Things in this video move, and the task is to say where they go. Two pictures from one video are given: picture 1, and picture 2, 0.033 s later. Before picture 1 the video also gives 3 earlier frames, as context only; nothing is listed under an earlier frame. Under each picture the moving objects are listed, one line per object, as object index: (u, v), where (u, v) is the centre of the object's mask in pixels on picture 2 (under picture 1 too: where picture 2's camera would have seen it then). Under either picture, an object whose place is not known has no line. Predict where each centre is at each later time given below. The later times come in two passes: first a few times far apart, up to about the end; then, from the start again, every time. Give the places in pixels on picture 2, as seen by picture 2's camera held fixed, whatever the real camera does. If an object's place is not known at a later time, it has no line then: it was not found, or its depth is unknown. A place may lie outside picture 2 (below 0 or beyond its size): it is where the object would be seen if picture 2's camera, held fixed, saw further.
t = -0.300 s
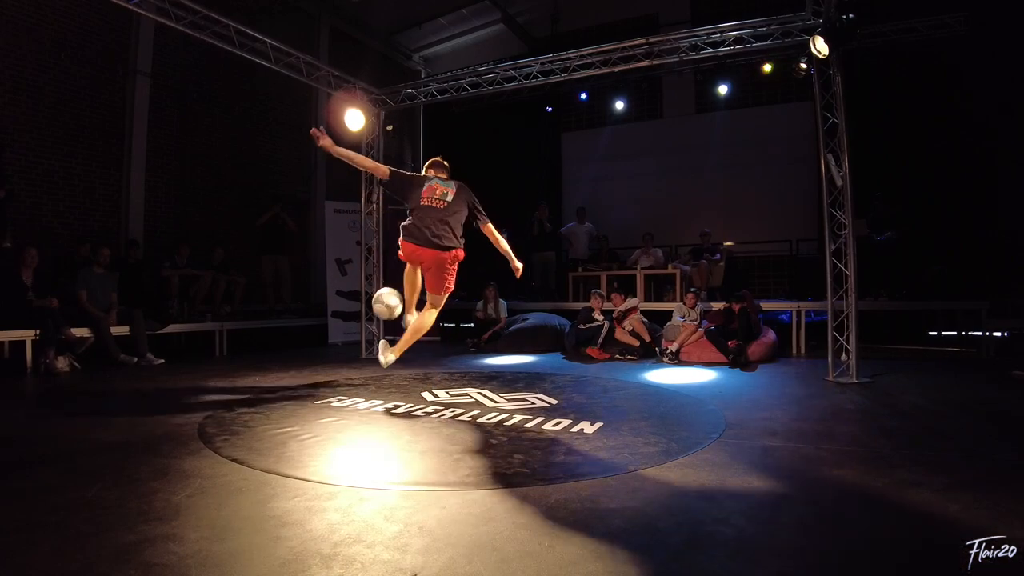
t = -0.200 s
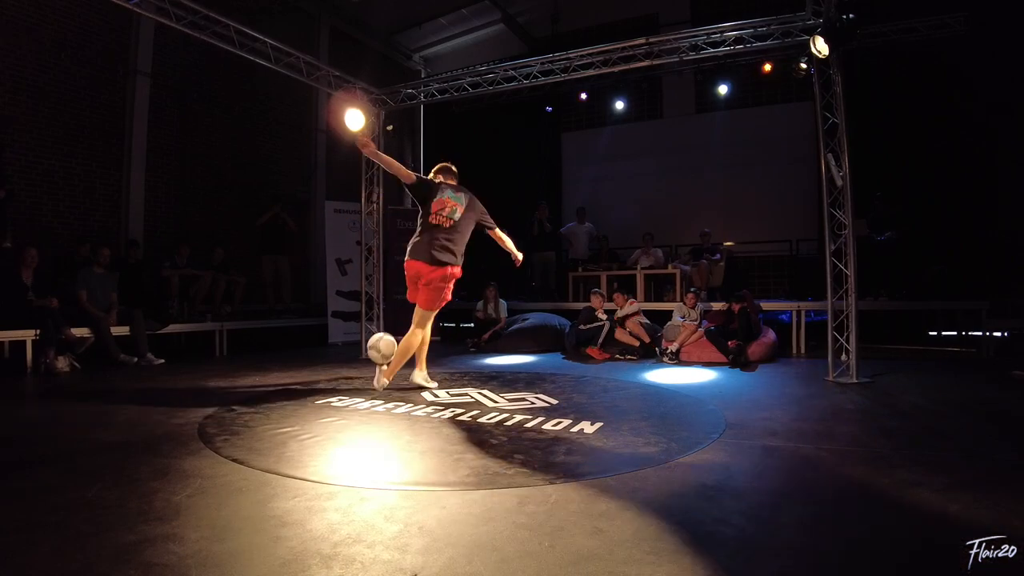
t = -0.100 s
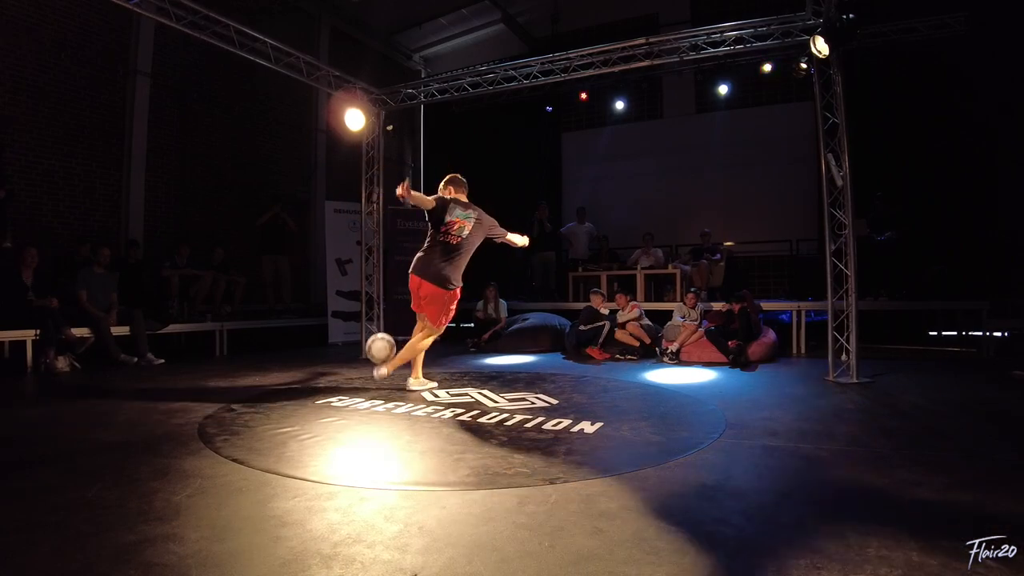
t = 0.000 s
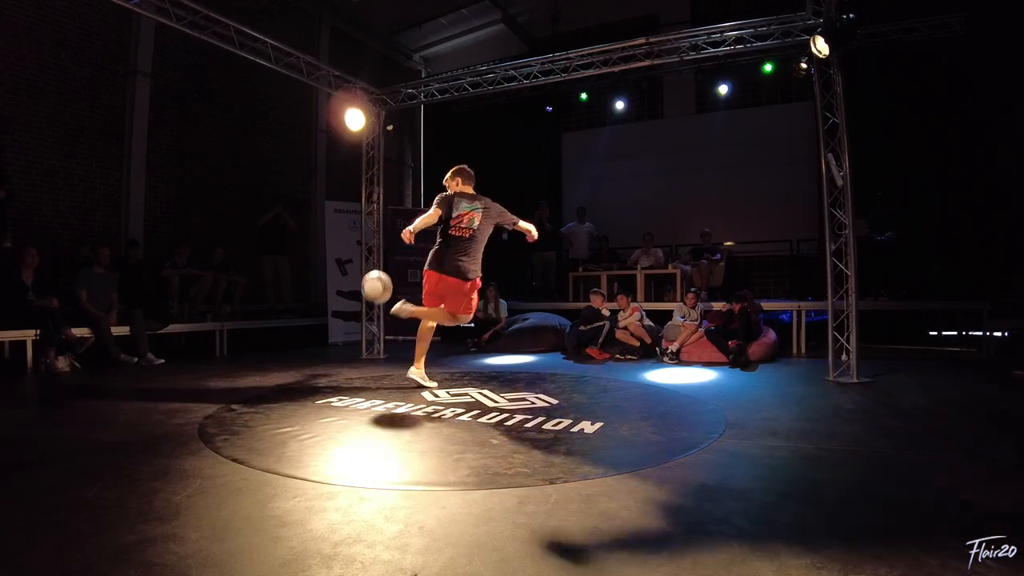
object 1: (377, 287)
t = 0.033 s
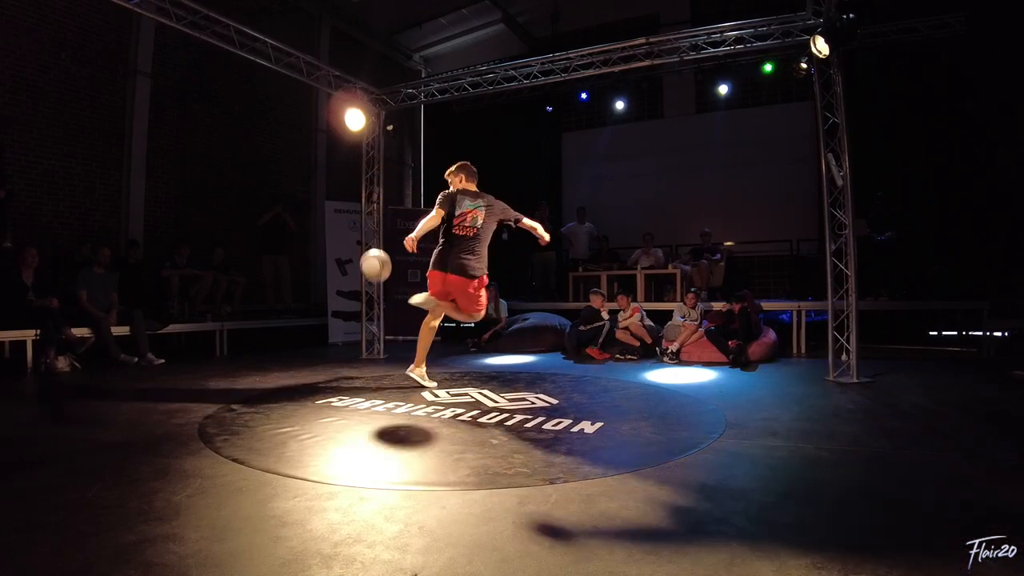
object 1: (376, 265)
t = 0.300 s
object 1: (367, 136)
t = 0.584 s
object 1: (355, 93)
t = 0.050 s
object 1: (375, 255)
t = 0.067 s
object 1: (374, 244)
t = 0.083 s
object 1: (374, 234)
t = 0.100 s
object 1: (373, 225)
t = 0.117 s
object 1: (373, 216)
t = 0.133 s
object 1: (372, 207)
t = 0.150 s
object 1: (372, 198)
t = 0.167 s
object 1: (371, 190)
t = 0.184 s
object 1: (370, 182)
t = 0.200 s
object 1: (370, 174)
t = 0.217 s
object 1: (370, 167)
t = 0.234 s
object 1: (369, 160)
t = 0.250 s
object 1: (368, 153)
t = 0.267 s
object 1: (368, 147)
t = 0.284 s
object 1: (368, 141)
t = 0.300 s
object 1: (367, 136)
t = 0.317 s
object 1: (367, 131)
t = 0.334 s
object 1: (366, 125)
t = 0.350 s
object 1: (365, 120)
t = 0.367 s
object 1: (365, 115)
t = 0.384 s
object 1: (364, 111)
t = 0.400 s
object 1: (363, 107)
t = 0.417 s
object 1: (363, 104)
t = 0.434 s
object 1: (362, 101)
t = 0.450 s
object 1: (361, 98)
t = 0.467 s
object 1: (360, 96)
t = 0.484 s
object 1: (360, 94)
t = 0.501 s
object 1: (359, 93)
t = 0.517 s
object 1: (358, 92)
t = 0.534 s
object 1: (357, 92)
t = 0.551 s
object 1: (357, 92)
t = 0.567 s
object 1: (356, 92)
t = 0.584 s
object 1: (355, 93)
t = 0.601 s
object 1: (354, 94)
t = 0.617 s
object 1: (353, 96)
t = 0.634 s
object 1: (352, 99)
